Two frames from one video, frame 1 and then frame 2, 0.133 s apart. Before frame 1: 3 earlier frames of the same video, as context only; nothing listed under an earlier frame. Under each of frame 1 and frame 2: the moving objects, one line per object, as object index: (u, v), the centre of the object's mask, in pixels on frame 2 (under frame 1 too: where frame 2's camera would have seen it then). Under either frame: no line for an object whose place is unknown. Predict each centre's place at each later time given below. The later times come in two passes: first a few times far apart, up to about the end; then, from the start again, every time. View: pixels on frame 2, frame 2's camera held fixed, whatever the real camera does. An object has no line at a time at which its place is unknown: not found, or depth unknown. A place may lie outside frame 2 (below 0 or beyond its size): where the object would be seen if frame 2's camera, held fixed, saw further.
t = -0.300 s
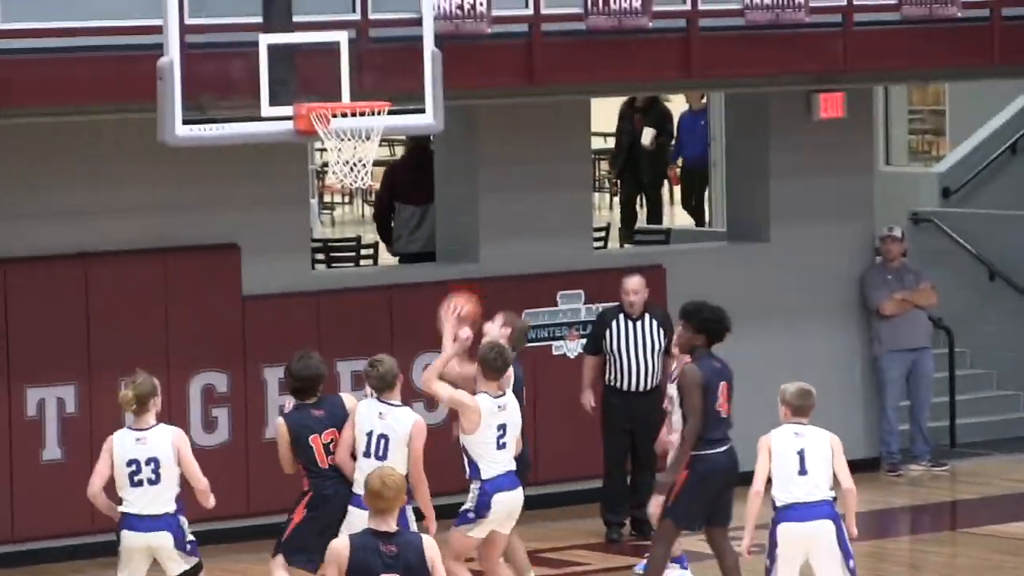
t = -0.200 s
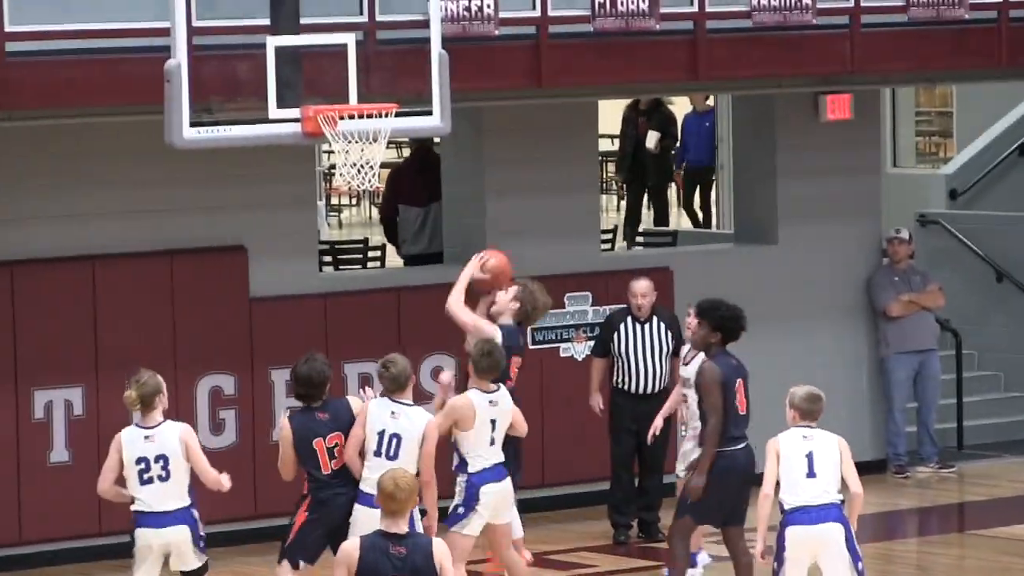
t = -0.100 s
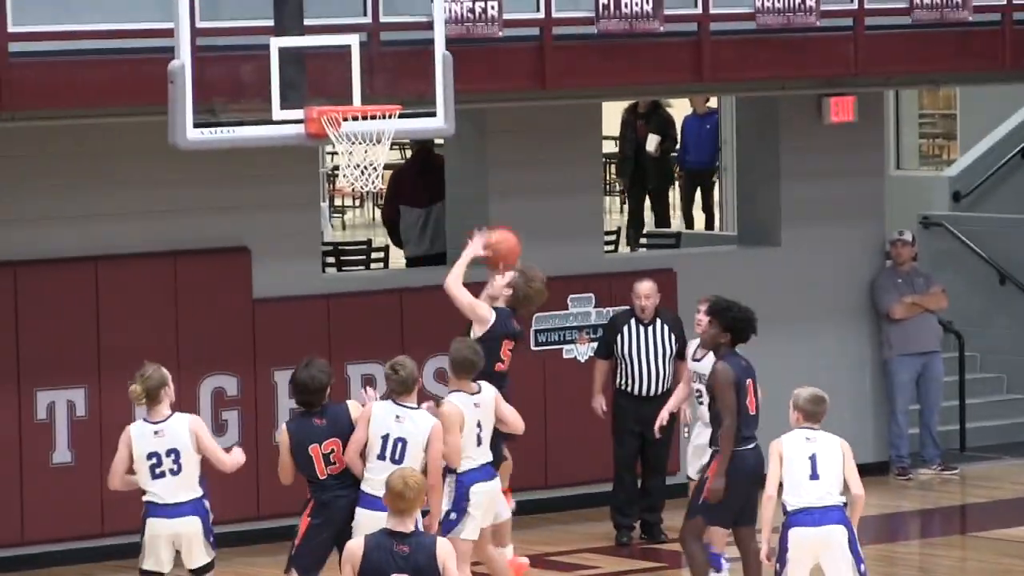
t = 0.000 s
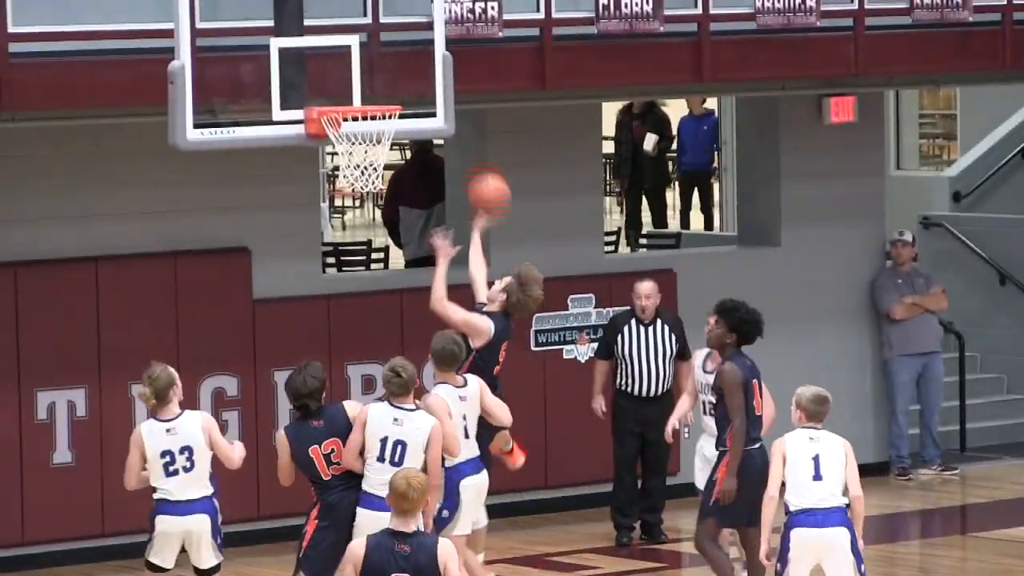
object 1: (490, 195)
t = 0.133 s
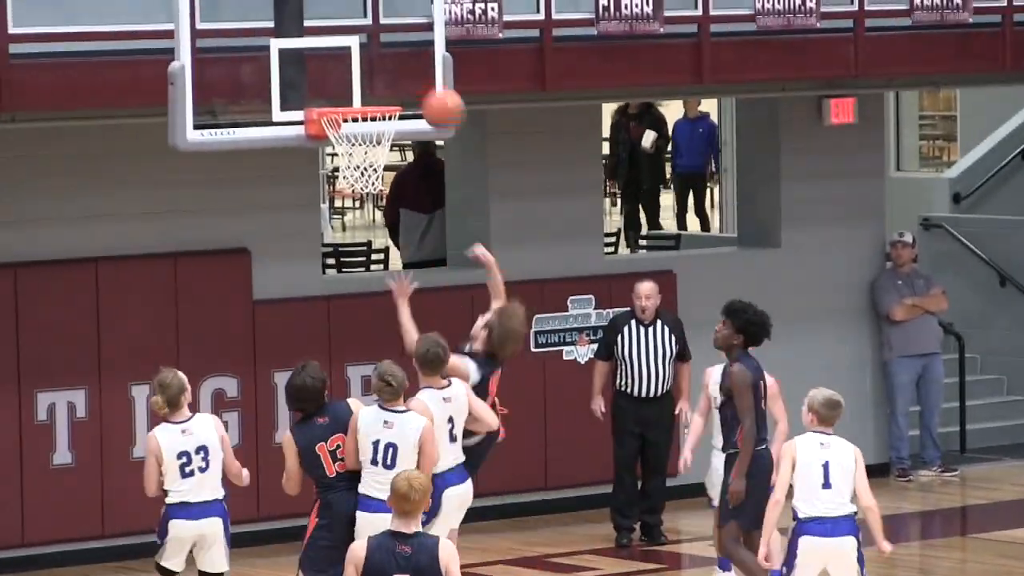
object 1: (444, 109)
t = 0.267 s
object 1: (397, 50)
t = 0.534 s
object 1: (384, 70)
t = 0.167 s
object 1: (430, 91)
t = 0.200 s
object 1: (419, 76)
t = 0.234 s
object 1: (408, 63)
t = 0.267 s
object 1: (397, 50)
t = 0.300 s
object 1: (391, 44)
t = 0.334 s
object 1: (390, 42)
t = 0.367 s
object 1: (389, 42)
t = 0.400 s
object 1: (388, 44)
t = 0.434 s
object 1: (387, 47)
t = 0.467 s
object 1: (386, 52)
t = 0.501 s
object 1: (385, 61)
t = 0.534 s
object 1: (384, 70)
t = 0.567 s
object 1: (384, 81)
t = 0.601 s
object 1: (382, 90)
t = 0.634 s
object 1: (377, 90)
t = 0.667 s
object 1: (370, 91)
